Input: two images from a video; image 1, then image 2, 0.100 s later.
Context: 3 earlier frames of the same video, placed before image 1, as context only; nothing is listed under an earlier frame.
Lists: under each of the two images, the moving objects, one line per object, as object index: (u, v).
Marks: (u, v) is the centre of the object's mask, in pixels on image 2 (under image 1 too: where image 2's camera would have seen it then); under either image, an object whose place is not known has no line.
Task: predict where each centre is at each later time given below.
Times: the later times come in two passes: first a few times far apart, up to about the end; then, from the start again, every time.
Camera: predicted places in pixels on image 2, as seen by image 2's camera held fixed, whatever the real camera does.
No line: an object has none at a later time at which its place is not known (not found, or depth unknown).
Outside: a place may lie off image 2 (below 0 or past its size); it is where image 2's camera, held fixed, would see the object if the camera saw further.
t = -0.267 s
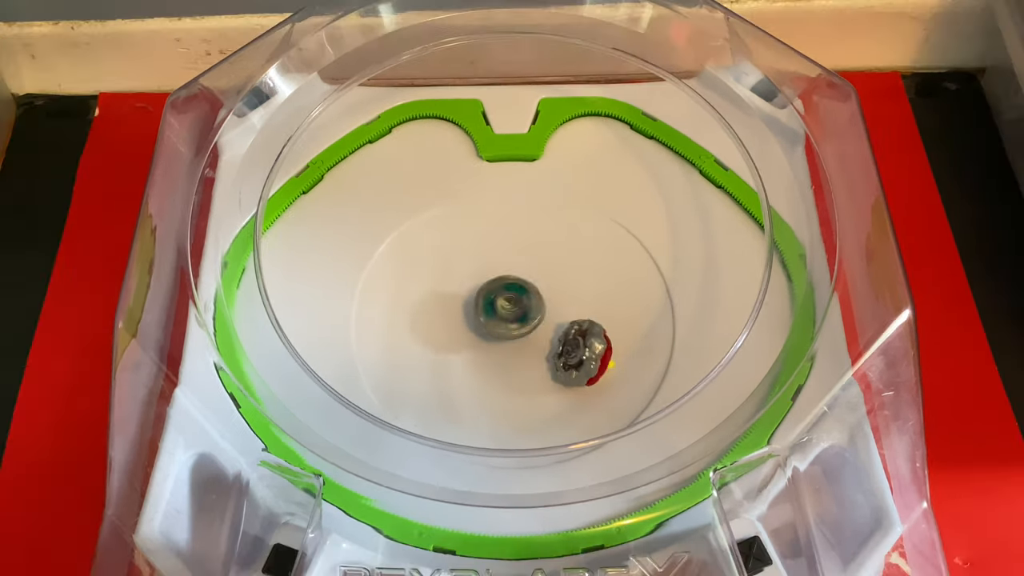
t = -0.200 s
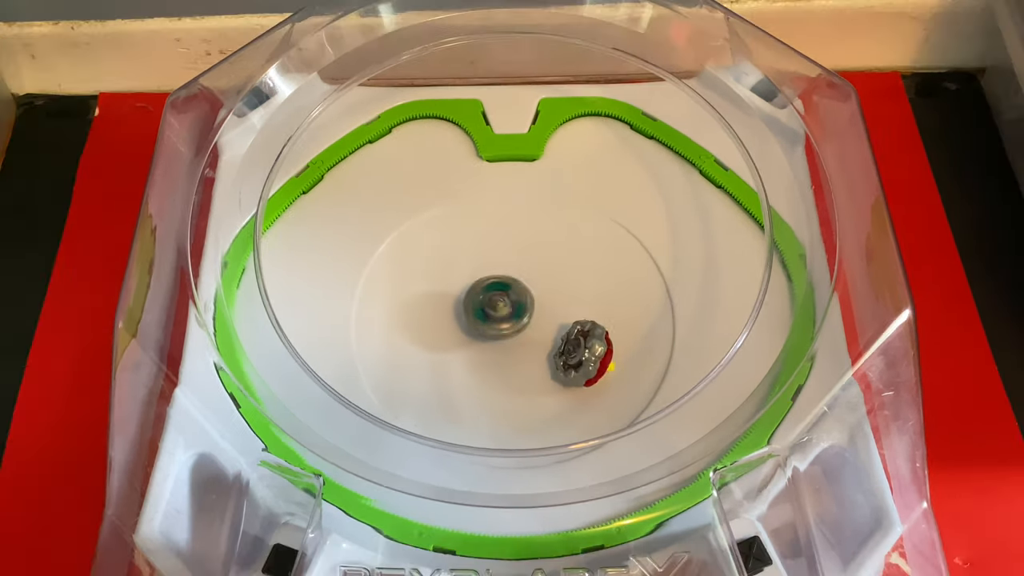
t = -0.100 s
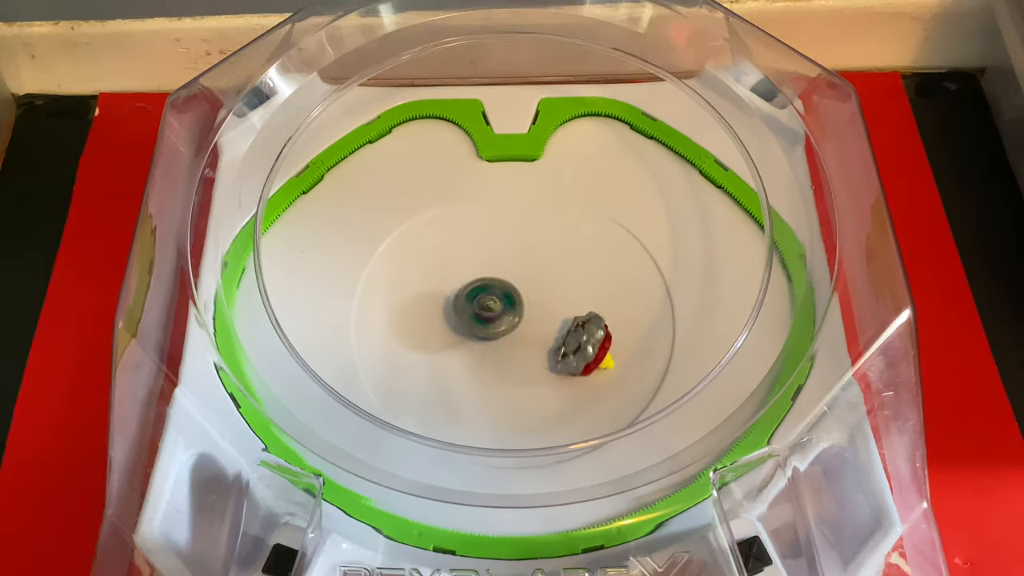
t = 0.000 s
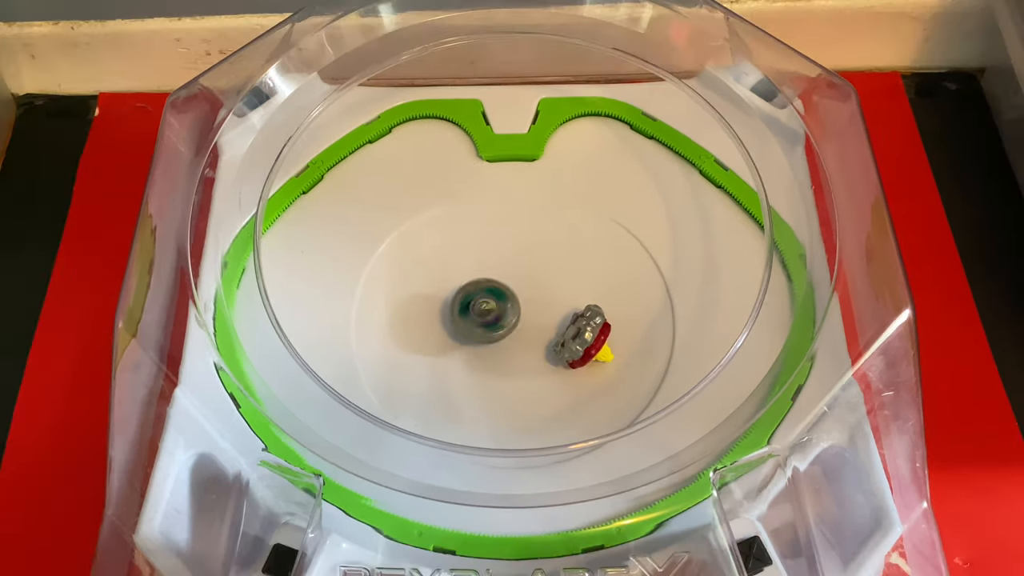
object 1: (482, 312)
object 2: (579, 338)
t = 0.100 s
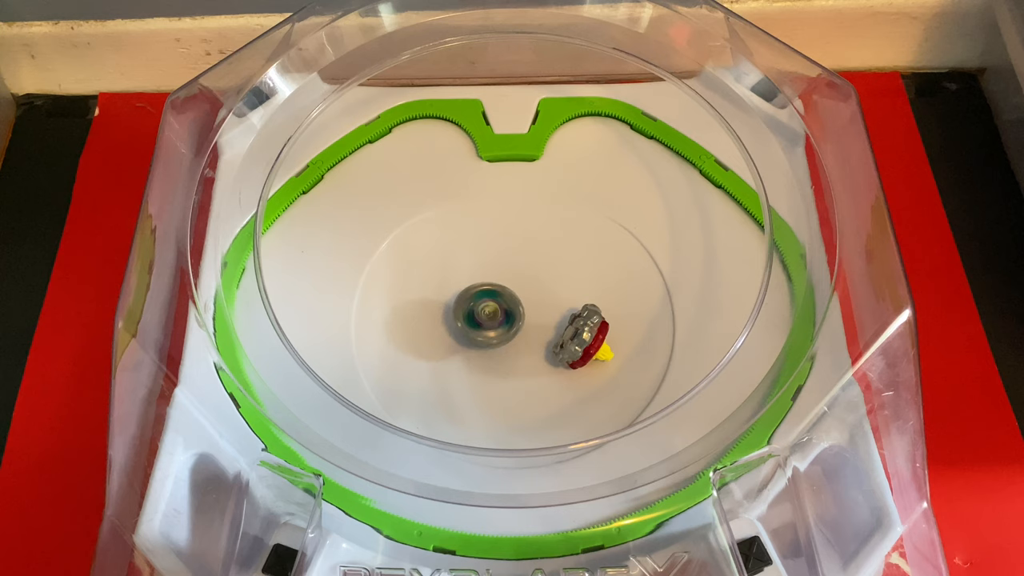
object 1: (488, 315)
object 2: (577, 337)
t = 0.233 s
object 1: (502, 315)
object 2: (571, 345)
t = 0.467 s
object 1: (518, 292)
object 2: (566, 347)
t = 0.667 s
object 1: (524, 292)
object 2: (567, 349)
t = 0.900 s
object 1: (506, 314)
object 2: (567, 360)
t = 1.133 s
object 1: (485, 302)
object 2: (570, 357)
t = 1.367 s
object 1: (474, 308)
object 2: (570, 352)
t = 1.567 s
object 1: (479, 309)
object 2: (570, 352)
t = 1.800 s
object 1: (481, 310)
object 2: (570, 352)
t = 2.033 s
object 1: (481, 310)
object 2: (570, 352)
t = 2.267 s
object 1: (481, 310)
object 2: (570, 352)
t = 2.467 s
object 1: (481, 310)
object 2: (570, 352)
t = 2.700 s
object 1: (481, 310)
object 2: (570, 352)
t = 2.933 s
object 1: (479, 310)
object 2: (570, 352)
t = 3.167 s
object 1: (479, 310)
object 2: (570, 352)
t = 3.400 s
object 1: (479, 310)
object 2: (570, 351)
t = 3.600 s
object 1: (479, 310)
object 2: (571, 352)
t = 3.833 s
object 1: (479, 310)
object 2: (570, 352)
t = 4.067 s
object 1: (479, 310)
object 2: (570, 352)
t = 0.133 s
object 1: (490, 315)
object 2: (576, 338)
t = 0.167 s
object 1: (494, 315)
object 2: (575, 341)
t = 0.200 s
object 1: (498, 316)
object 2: (572, 344)
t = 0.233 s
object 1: (502, 315)
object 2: (571, 345)
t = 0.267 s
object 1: (504, 314)
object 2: (571, 344)
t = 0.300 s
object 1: (511, 313)
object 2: (570, 342)
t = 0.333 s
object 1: (514, 311)
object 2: (570, 340)
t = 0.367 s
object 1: (520, 308)
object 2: (567, 340)
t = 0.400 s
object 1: (522, 304)
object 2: (566, 340)
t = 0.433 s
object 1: (520, 297)
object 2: (567, 343)
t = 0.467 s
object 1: (518, 292)
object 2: (566, 347)
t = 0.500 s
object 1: (517, 289)
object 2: (564, 350)
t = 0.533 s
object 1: (518, 286)
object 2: (564, 350)
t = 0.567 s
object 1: (521, 284)
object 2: (565, 351)
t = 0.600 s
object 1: (523, 284)
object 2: (566, 350)
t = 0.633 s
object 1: (525, 286)
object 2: (564, 349)
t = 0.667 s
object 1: (524, 292)
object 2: (567, 349)
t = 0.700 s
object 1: (521, 298)
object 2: (564, 349)
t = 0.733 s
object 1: (519, 301)
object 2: (564, 349)
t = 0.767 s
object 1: (519, 304)
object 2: (565, 350)
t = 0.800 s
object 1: (519, 307)
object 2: (563, 354)
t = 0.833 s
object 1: (520, 310)
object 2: (566, 358)
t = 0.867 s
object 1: (513, 312)
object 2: (567, 360)
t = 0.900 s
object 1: (506, 314)
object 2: (567, 360)
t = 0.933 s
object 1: (500, 316)
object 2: (567, 359)
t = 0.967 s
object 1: (496, 313)
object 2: (566, 359)
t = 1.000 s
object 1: (493, 309)
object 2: (566, 358)
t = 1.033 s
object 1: (492, 305)
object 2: (568, 357)
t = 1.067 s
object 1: (487, 304)
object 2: (570, 356)
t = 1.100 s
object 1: (486, 303)
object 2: (570, 358)
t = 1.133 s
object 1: (485, 302)
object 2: (570, 357)
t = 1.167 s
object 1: (488, 302)
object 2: (569, 354)
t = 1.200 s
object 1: (487, 303)
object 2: (570, 353)
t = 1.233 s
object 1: (484, 305)
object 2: (570, 353)
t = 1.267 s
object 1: (481, 306)
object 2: (570, 353)
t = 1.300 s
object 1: (478, 307)
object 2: (570, 353)
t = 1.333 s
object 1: (476, 308)
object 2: (570, 352)
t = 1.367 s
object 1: (474, 308)
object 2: (570, 352)
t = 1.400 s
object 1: (473, 308)
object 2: (570, 352)
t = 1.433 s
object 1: (473, 308)
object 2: (570, 352)
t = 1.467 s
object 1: (474, 308)
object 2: (570, 352)
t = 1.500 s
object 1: (477, 309)
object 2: (570, 352)
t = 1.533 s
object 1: (478, 309)
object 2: (570, 352)
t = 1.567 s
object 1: (479, 309)
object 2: (570, 352)
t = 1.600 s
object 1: (480, 309)
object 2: (570, 352)
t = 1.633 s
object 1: (480, 310)
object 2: (570, 352)
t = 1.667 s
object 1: (481, 310)
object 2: (570, 352)
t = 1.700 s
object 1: (480, 310)
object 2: (570, 352)
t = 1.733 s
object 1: (480, 310)
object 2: (570, 352)
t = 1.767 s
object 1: (481, 310)
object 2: (570, 352)
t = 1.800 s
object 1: (481, 310)
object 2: (570, 352)
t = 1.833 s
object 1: (481, 310)
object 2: (570, 351)
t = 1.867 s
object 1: (481, 310)
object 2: (570, 352)
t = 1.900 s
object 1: (481, 310)
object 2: (570, 352)
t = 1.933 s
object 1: (481, 310)
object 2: (570, 352)
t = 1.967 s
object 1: (481, 310)
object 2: (570, 352)
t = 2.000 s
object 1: (481, 310)
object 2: (570, 352)
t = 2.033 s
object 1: (481, 310)
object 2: (570, 352)
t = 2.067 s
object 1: (481, 310)
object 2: (570, 351)
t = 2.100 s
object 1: (481, 310)
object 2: (570, 352)
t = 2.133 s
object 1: (481, 310)
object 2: (570, 352)
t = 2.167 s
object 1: (481, 310)
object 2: (570, 352)
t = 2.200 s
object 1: (481, 310)
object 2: (570, 352)
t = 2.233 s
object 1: (481, 310)
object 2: (570, 352)
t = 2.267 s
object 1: (481, 310)
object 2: (570, 352)
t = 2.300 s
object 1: (481, 310)
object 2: (570, 352)
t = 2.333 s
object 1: (480, 310)
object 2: (570, 352)
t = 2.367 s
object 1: (480, 310)
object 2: (570, 352)
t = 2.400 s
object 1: (481, 310)
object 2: (570, 352)
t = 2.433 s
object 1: (480, 310)
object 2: (570, 352)
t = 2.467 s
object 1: (481, 310)
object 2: (570, 352)
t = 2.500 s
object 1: (481, 310)
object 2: (570, 352)
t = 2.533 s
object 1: (480, 310)
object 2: (570, 352)
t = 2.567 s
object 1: (480, 310)
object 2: (570, 352)
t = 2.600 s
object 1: (480, 310)
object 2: (570, 352)
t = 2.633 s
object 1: (481, 310)
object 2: (570, 352)
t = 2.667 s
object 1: (481, 310)
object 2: (570, 352)
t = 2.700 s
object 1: (481, 310)
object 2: (570, 352)
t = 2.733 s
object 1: (480, 310)
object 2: (570, 352)
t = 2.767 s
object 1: (480, 310)
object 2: (570, 352)
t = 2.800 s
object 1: (480, 310)
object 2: (570, 351)
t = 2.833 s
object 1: (480, 310)
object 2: (570, 352)
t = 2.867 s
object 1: (480, 310)
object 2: (570, 352)
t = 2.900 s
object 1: (480, 310)
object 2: (570, 352)
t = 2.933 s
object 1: (479, 310)
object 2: (570, 352)
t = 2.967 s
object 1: (479, 310)
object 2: (570, 352)
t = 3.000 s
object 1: (479, 310)
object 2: (570, 352)
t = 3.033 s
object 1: (479, 310)
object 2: (570, 352)
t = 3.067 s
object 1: (479, 310)
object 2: (570, 352)
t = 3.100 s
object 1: (479, 310)
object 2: (570, 352)
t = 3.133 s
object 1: (479, 310)
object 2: (570, 352)
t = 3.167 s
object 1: (479, 310)
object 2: (570, 352)
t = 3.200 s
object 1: (479, 310)
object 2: (570, 352)
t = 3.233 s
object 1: (479, 310)
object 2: (570, 352)
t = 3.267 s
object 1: (479, 310)
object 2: (570, 352)
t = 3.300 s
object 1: (479, 310)
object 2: (571, 352)
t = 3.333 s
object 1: (479, 310)
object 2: (570, 352)
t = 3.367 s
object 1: (479, 310)
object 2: (570, 351)
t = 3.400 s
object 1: (479, 310)
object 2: (570, 351)
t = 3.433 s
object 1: (479, 310)
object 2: (571, 352)
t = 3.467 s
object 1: (479, 310)
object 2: (571, 352)
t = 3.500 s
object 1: (479, 310)
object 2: (571, 352)
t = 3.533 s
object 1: (479, 310)
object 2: (570, 352)
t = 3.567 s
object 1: (479, 310)
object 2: (571, 352)
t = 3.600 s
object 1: (479, 310)
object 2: (571, 352)
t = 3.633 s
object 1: (479, 310)
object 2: (571, 352)
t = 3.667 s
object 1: (479, 310)
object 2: (571, 352)
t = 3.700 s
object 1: (479, 310)
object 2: (570, 352)
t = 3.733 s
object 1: (479, 310)
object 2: (570, 352)
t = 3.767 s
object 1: (479, 310)
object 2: (570, 352)
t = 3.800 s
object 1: (479, 310)
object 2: (570, 352)
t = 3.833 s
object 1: (479, 310)
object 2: (570, 352)
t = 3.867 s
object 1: (479, 310)
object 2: (570, 352)
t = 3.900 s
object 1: (479, 310)
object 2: (570, 352)
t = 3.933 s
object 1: (479, 310)
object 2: (570, 352)
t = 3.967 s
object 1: (479, 310)
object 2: (570, 352)
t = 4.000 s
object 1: (479, 310)
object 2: (570, 352)
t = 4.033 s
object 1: (479, 310)
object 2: (570, 352)
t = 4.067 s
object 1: (479, 310)
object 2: (570, 352)
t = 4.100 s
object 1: (479, 310)
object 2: (570, 352)
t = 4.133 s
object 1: (479, 310)
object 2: (570, 352)
